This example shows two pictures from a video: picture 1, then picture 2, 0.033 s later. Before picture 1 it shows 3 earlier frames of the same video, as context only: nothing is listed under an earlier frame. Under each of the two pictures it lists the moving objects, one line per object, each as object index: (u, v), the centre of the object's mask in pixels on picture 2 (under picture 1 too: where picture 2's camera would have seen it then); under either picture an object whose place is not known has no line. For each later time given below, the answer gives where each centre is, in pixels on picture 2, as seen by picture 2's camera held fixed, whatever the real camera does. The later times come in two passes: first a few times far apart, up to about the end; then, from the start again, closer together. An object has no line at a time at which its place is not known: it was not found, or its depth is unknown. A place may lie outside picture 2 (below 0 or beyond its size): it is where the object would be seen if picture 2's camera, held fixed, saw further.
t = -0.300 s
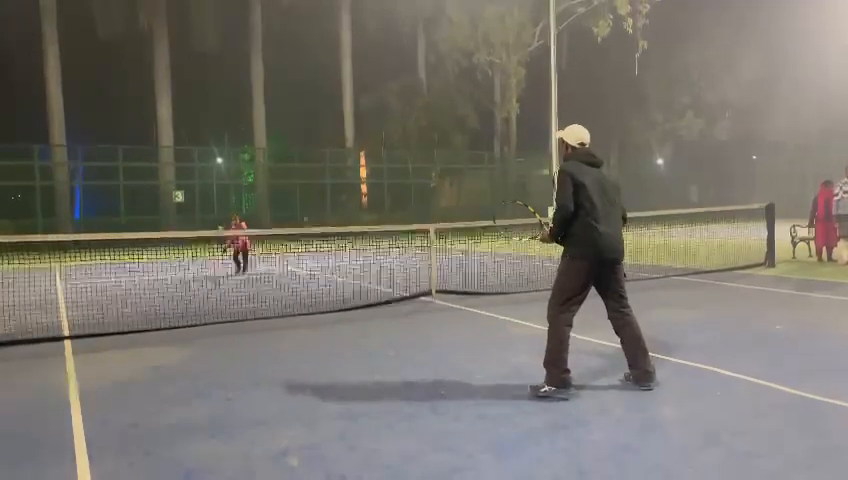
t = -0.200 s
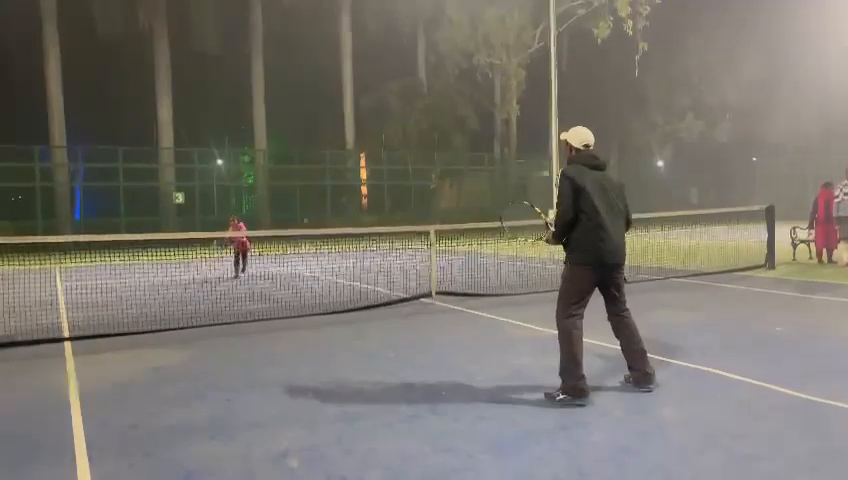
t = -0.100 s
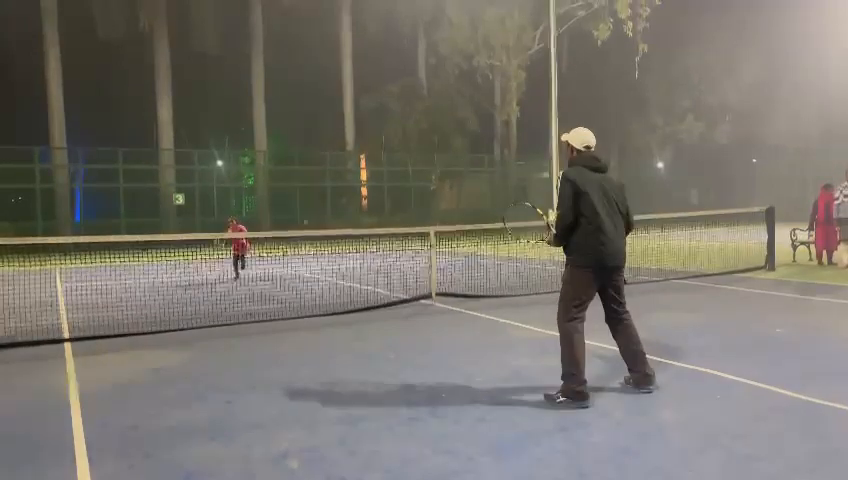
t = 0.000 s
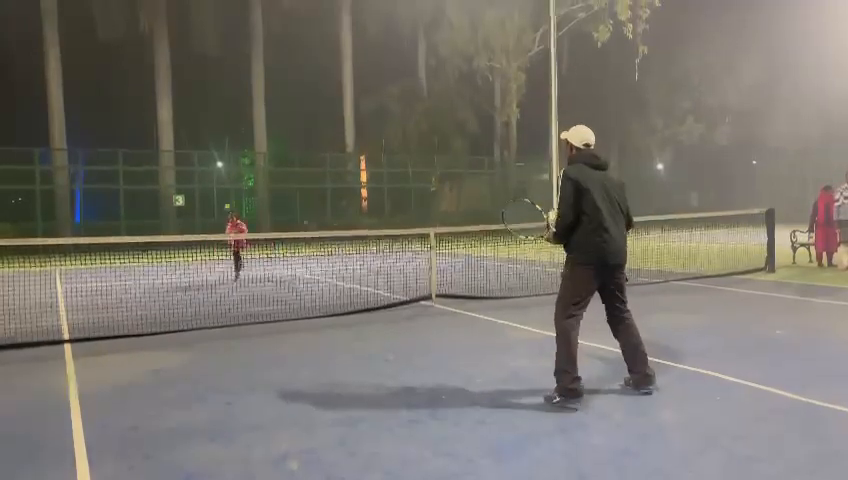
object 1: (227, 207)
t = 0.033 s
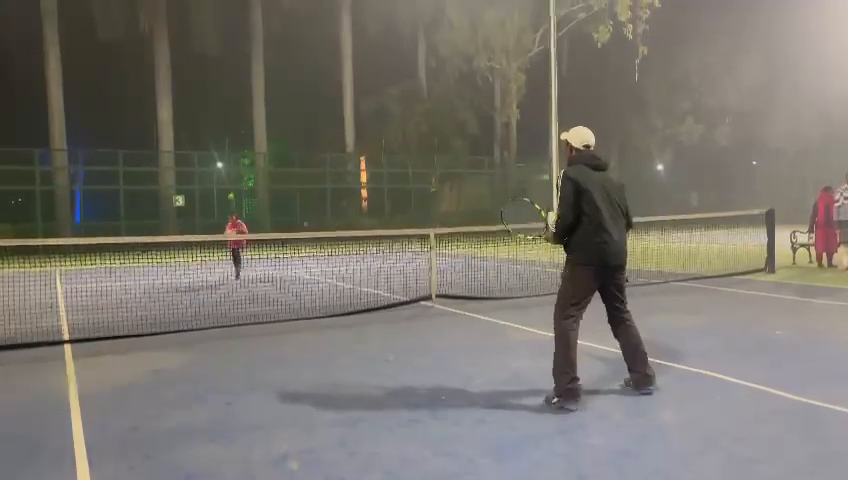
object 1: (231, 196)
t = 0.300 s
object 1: (269, 122)
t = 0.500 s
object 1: (308, 91)
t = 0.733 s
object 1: (373, 95)
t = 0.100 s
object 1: (239, 175)
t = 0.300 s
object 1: (269, 122)
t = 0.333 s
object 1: (275, 116)
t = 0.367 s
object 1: (280, 110)
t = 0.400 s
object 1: (286, 104)
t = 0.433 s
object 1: (294, 99)
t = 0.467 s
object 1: (300, 95)
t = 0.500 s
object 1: (308, 91)
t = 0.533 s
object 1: (316, 89)
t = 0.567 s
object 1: (325, 87)
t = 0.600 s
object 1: (333, 86)
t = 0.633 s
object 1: (341, 87)
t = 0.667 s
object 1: (352, 88)
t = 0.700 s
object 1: (362, 92)
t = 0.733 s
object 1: (373, 95)
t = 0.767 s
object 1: (385, 101)
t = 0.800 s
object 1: (397, 110)
